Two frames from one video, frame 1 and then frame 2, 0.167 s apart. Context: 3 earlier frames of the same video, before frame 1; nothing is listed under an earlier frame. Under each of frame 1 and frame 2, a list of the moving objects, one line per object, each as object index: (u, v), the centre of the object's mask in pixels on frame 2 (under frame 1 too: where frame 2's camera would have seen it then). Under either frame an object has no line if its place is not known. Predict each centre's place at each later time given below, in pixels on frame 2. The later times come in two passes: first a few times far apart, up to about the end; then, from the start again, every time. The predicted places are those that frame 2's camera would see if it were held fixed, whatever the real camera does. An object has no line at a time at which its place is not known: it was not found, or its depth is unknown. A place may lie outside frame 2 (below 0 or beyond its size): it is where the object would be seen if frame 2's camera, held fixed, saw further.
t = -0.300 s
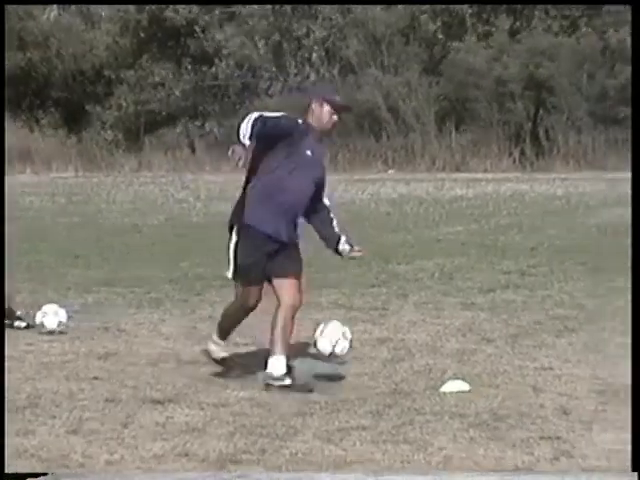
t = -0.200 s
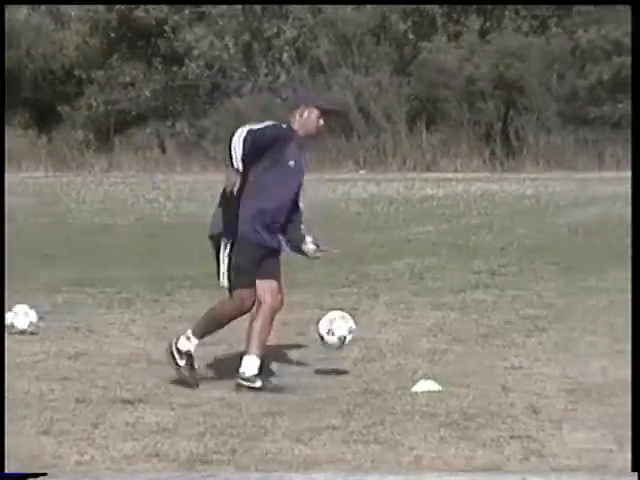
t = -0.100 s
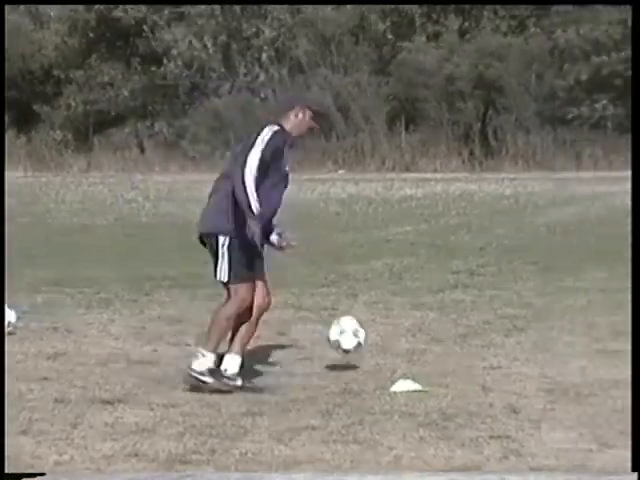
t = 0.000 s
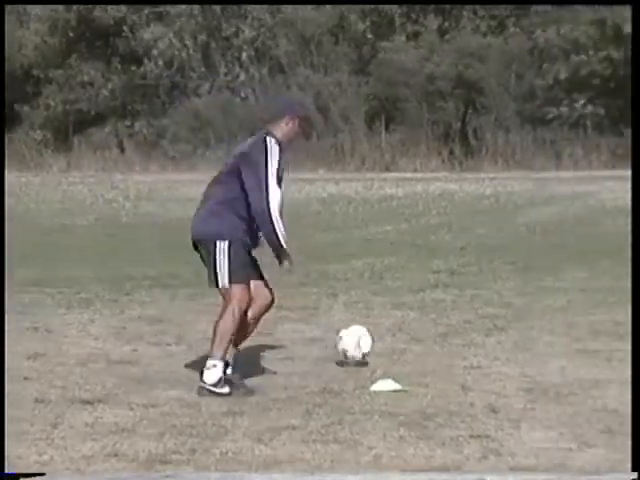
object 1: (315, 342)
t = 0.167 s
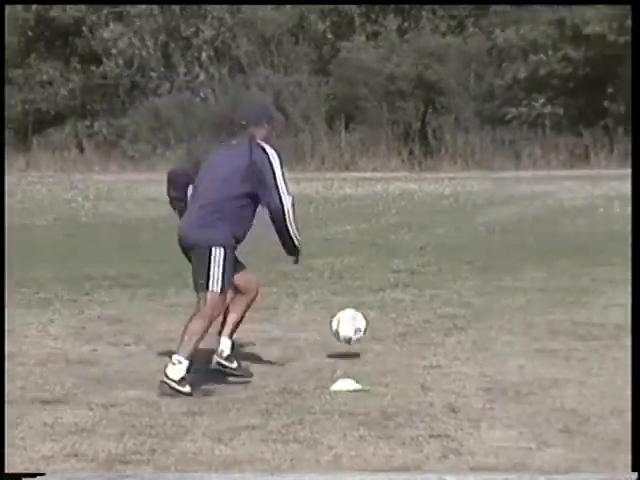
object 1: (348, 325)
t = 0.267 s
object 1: (368, 340)
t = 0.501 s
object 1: (412, 330)
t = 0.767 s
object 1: (460, 321)
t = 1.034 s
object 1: (502, 317)
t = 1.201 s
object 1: (524, 312)
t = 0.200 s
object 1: (355, 327)
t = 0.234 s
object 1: (361, 332)
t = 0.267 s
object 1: (368, 340)
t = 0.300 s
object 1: (375, 336)
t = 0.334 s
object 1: (382, 332)
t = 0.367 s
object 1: (388, 328)
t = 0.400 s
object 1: (394, 328)
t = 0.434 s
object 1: (400, 327)
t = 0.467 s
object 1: (406, 328)
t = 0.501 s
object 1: (412, 330)
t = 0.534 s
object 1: (419, 329)
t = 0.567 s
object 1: (425, 325)
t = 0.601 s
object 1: (431, 324)
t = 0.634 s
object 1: (437, 324)
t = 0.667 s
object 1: (444, 325)
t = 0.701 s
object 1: (450, 326)
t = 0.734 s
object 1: (455, 323)
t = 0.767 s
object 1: (460, 321)
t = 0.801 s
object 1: (466, 318)
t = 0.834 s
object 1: (471, 321)
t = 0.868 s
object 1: (476, 321)
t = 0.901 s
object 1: (481, 320)
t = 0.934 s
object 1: (486, 318)
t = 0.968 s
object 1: (491, 317)
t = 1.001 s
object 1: (496, 316)
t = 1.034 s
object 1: (502, 317)
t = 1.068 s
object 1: (506, 315)
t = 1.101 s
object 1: (511, 314)
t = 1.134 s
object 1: (515, 314)
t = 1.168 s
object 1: (520, 314)
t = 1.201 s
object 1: (524, 312)
